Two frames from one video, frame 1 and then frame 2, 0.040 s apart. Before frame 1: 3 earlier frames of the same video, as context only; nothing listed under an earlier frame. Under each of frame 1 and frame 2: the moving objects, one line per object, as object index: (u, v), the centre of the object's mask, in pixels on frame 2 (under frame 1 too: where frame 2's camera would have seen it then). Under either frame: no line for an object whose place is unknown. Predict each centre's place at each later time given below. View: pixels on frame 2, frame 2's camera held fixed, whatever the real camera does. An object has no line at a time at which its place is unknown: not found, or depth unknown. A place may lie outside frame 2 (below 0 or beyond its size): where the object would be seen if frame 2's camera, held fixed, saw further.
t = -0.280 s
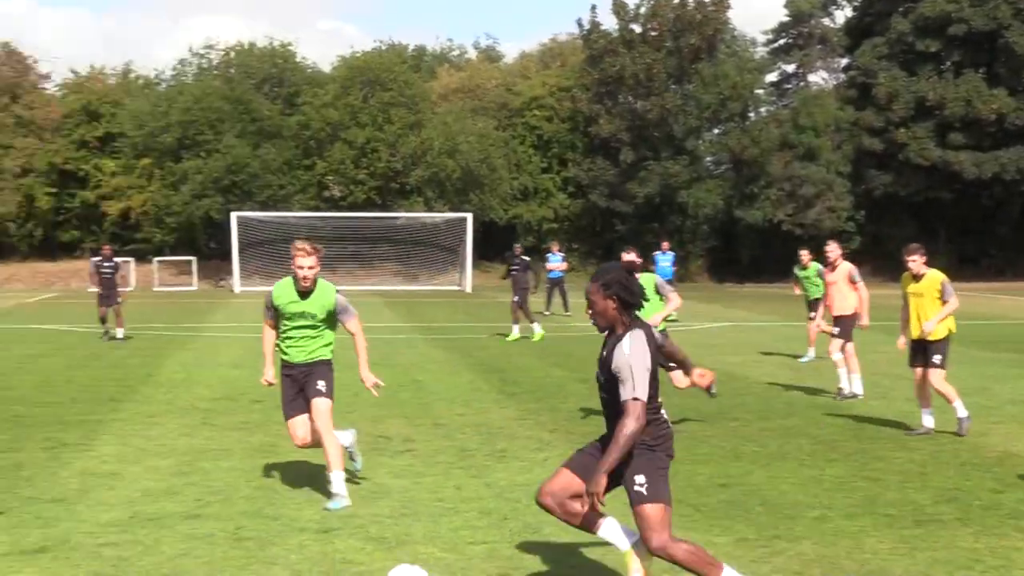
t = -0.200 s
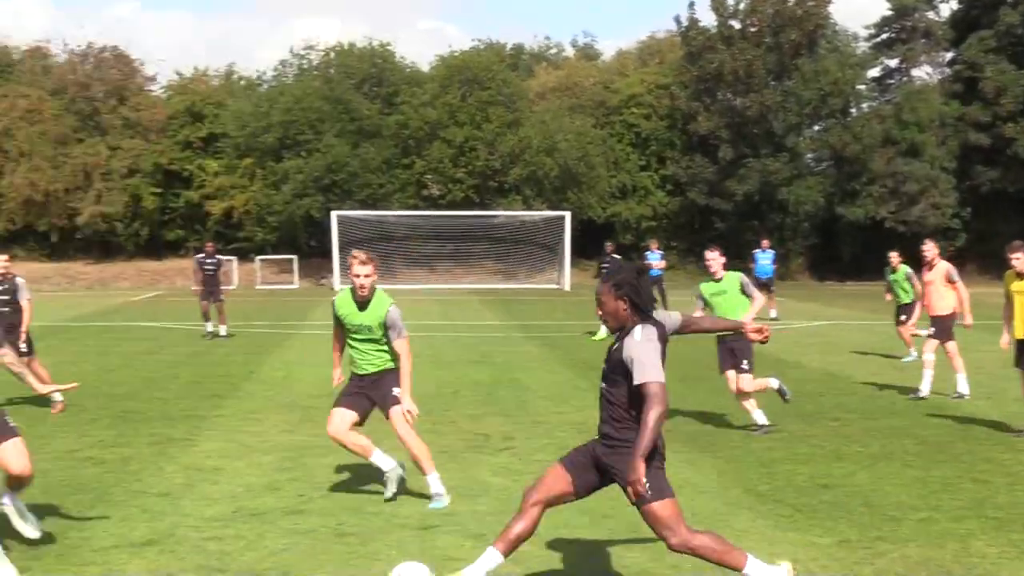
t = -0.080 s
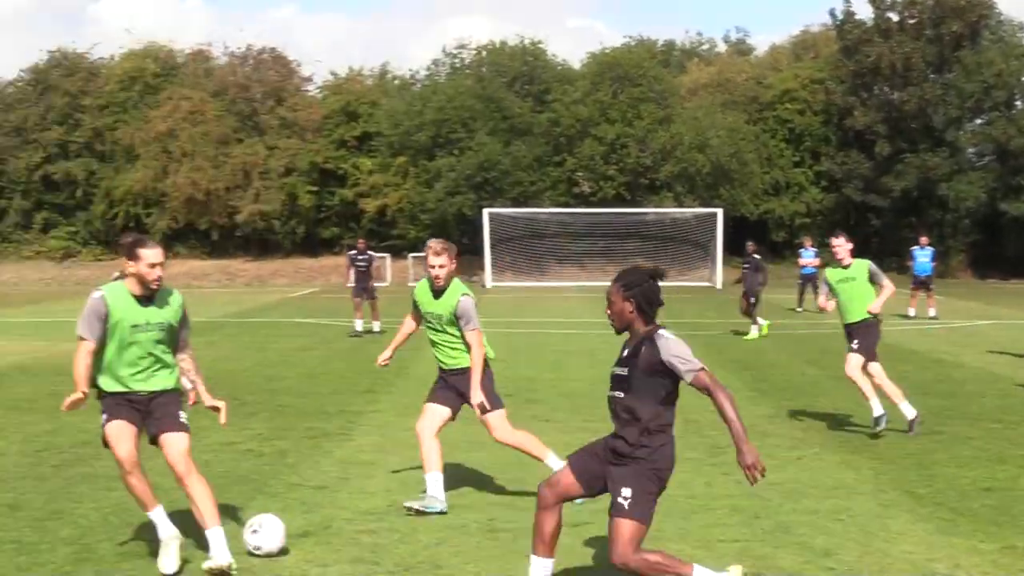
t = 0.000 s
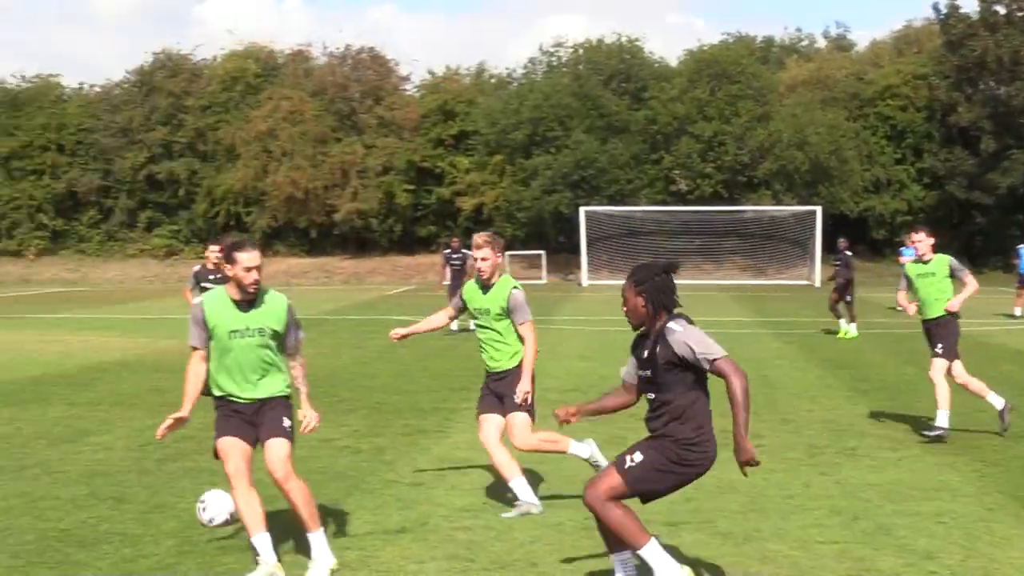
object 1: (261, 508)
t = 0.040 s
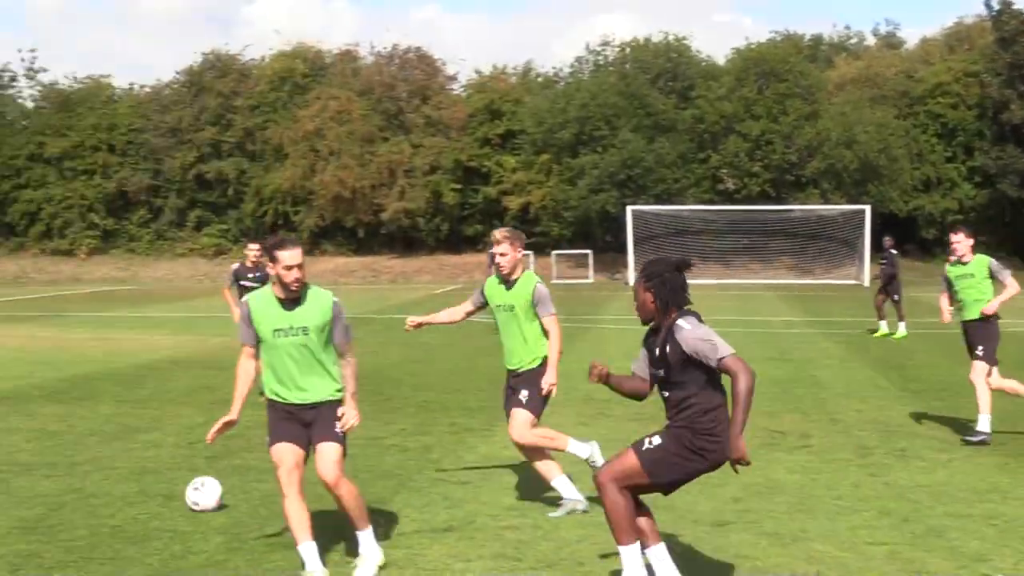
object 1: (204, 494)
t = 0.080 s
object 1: (152, 482)
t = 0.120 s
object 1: (104, 474)
